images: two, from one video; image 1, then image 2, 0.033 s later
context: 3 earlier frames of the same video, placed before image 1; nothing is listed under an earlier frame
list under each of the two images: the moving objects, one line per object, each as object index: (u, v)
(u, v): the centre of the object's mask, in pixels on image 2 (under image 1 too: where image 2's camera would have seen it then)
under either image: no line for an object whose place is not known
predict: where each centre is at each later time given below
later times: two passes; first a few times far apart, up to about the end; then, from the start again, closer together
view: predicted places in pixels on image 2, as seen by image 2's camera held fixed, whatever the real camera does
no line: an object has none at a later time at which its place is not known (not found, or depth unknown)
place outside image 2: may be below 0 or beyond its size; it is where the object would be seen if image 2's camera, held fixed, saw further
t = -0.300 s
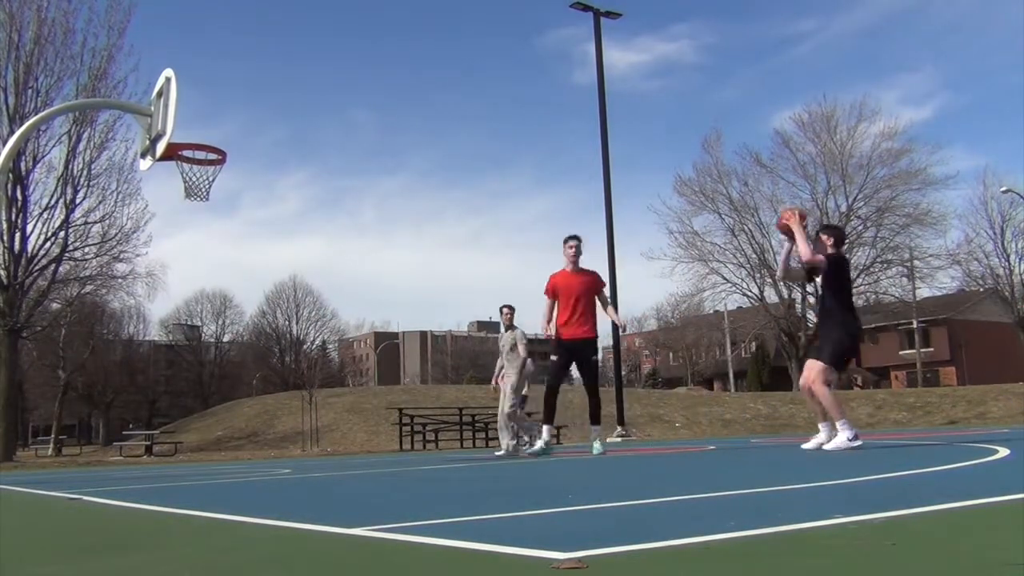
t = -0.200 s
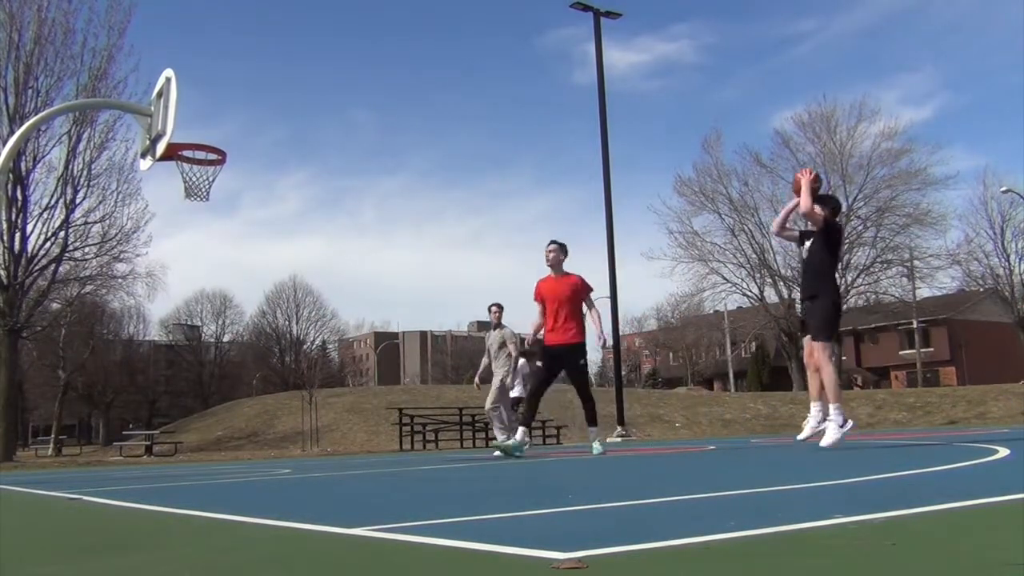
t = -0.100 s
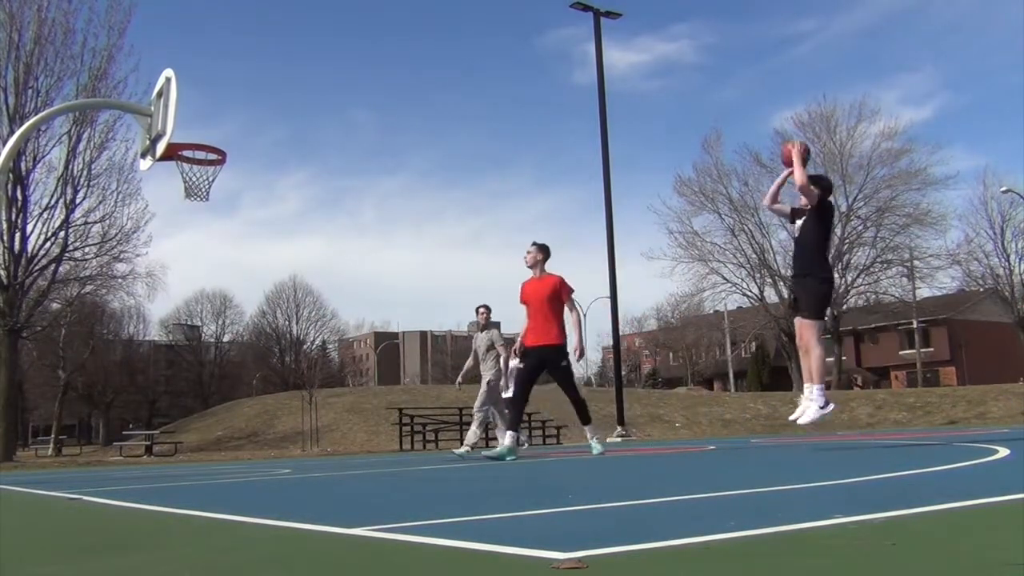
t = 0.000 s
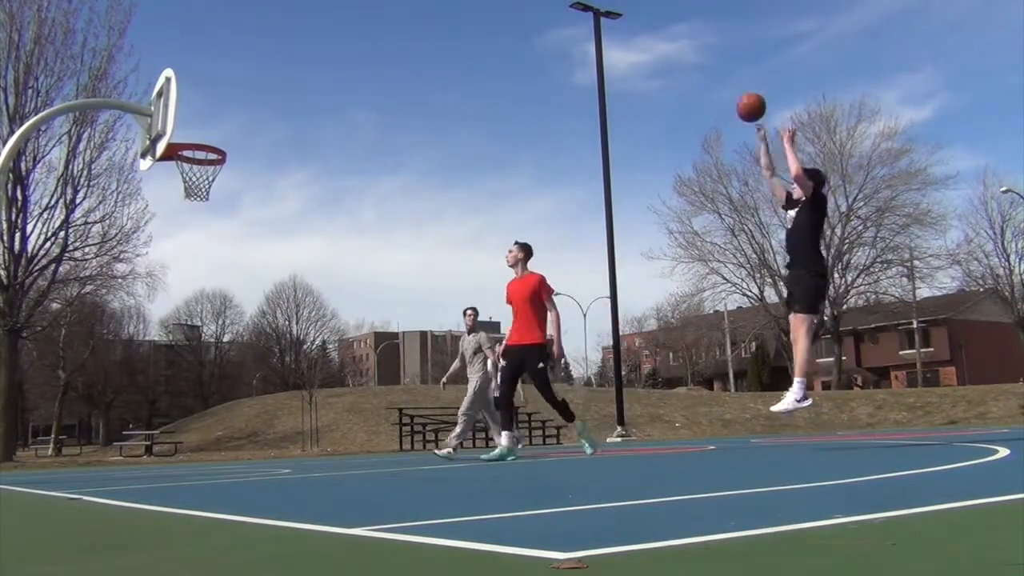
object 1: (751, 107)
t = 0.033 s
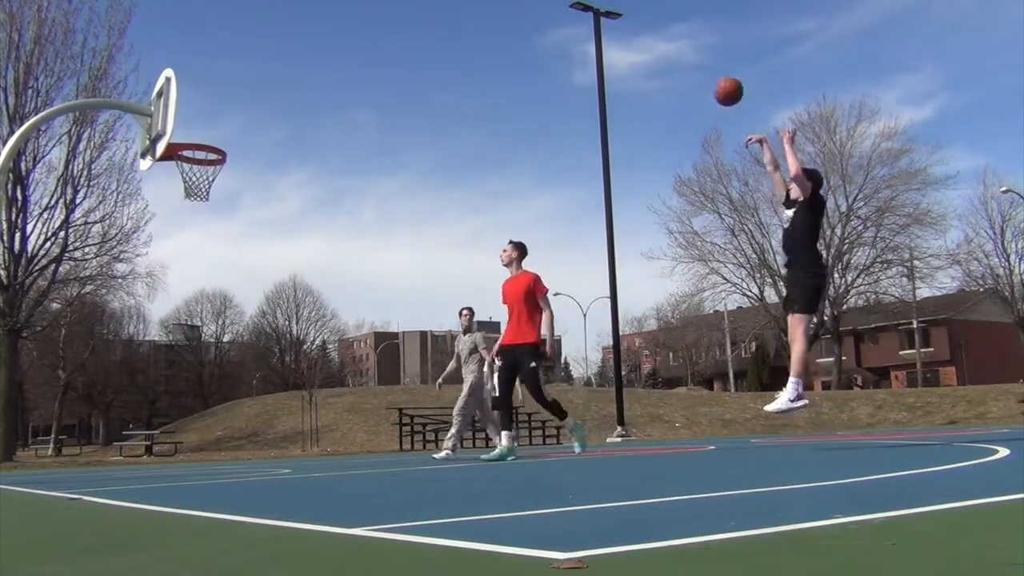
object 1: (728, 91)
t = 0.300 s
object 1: (563, 14)
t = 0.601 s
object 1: (400, 19)
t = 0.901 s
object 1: (252, 111)
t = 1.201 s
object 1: (214, 172)
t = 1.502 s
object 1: (188, 188)
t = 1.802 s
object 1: (191, 242)
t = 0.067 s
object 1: (707, 77)
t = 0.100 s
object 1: (685, 64)
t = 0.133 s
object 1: (664, 52)
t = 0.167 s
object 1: (643, 41)
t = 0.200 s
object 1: (623, 33)
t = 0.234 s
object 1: (602, 25)
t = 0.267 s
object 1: (581, 20)
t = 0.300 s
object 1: (563, 14)
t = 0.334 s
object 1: (544, 11)
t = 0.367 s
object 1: (526, 9)
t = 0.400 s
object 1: (506, 8)
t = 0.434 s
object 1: (488, 8)
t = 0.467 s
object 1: (470, 8)
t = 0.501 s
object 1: (453, 9)
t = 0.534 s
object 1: (435, 11)
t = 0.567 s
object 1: (418, 14)
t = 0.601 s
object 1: (400, 19)
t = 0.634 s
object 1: (383, 25)
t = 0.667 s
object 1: (367, 32)
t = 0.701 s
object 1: (350, 40)
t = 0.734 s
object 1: (333, 49)
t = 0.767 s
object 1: (317, 59)
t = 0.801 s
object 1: (300, 71)
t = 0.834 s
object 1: (284, 83)
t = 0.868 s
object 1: (268, 96)
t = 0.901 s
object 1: (252, 111)
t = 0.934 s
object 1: (236, 126)
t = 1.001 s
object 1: (206, 151)
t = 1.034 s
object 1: (191, 155)
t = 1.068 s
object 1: (192, 153)
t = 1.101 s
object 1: (193, 153)
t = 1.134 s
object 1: (202, 159)
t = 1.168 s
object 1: (211, 165)
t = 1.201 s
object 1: (214, 172)
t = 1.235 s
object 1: (212, 178)
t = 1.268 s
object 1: (209, 180)
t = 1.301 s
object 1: (205, 180)
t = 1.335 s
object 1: (202, 182)
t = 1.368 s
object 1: (198, 183)
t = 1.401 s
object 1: (194, 185)
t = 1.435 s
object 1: (191, 186)
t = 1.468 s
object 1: (188, 187)
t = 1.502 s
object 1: (188, 188)
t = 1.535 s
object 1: (188, 190)
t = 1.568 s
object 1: (188, 193)
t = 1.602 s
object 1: (188, 197)
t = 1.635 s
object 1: (189, 201)
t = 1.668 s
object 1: (189, 207)
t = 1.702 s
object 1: (190, 214)
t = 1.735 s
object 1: (190, 222)
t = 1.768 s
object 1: (191, 231)
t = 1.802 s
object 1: (191, 242)
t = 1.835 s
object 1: (192, 254)
